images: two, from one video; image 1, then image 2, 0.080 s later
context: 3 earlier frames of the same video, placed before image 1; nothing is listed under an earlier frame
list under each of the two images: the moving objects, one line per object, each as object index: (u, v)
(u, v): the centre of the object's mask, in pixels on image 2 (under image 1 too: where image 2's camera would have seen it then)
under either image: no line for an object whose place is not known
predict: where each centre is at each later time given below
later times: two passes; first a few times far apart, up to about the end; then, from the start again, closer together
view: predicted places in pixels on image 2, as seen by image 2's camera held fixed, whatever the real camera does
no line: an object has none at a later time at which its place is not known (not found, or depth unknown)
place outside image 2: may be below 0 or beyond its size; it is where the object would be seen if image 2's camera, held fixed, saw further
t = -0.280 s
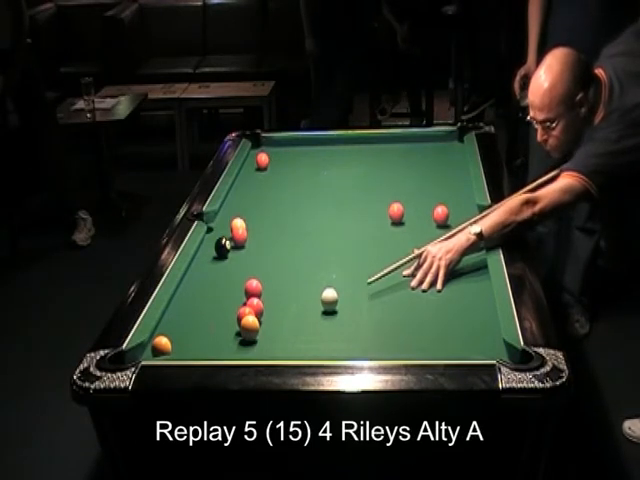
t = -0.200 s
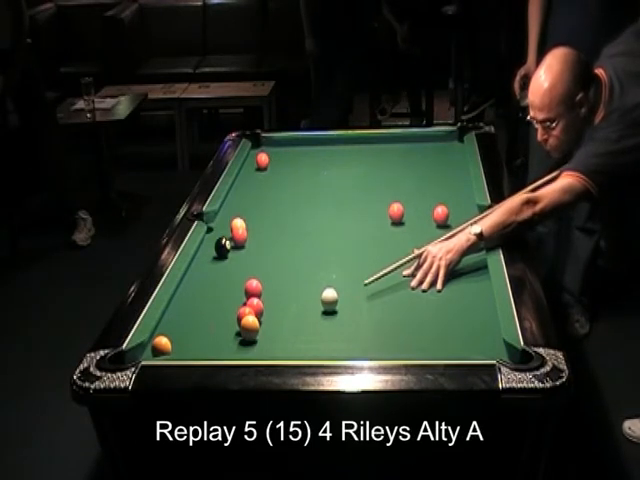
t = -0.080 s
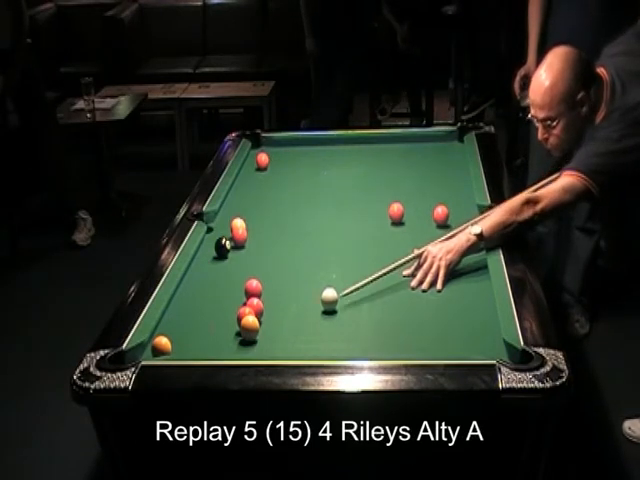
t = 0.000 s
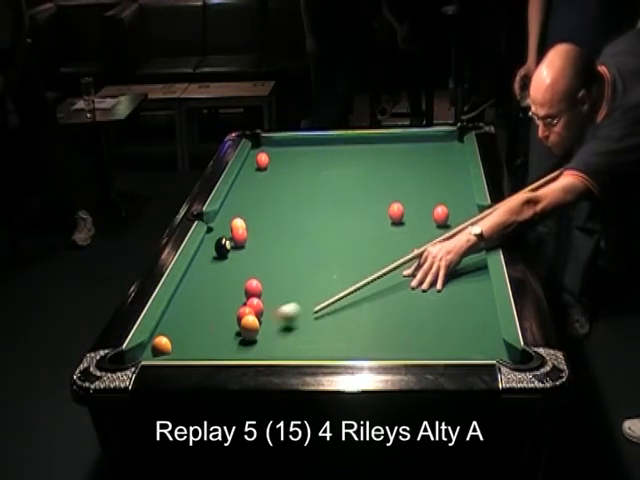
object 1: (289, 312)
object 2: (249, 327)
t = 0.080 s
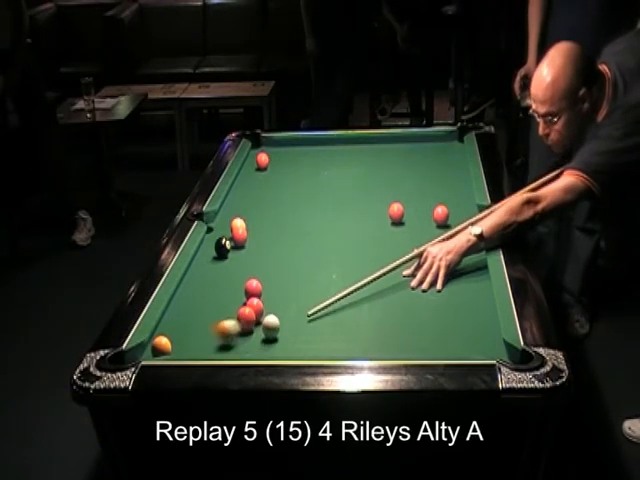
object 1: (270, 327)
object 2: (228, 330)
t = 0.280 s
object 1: (282, 339)
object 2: (174, 340)
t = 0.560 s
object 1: (300, 348)
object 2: (159, 341)
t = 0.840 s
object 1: (328, 338)
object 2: (175, 342)
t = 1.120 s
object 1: (351, 333)
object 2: (188, 342)
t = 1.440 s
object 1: (374, 322)
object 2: (200, 340)
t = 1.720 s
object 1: (390, 315)
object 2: (208, 339)
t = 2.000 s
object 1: (404, 309)
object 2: (212, 340)
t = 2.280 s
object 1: (415, 303)
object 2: (213, 339)
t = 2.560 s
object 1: (424, 299)
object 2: (213, 340)
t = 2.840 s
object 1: (429, 296)
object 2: (213, 339)
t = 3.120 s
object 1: (433, 293)
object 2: (213, 339)
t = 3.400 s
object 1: (435, 292)
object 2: (213, 340)
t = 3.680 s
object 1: (435, 292)
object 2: (213, 339)
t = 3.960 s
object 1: (435, 292)
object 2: (213, 339)
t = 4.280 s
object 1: (435, 292)
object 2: (213, 340)
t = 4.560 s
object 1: (435, 292)
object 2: (213, 339)
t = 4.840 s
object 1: (435, 292)
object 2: (213, 339)
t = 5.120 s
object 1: (435, 292)
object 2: (213, 340)
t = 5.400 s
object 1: (435, 292)
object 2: (213, 340)
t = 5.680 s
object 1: (435, 292)
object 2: (213, 339)
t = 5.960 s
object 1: (435, 292)
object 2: (213, 339)
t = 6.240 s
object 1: (435, 292)
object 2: (213, 340)
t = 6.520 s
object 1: (435, 291)
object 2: (213, 340)
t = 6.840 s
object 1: (435, 291)
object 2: (213, 340)
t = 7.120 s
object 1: (435, 291)
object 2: (213, 340)
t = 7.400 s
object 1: (435, 292)
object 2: (213, 340)
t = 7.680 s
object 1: (435, 292)
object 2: (213, 340)
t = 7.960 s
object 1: (435, 292)
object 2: (213, 340)
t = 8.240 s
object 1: (435, 292)
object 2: (213, 340)
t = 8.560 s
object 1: (435, 291)
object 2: (213, 340)
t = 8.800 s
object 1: (435, 292)
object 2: (213, 340)
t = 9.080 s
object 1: (435, 292)
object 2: (212, 340)
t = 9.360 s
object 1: (435, 291)
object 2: (213, 340)
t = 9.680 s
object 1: (435, 292)
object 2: (212, 340)
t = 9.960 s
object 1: (435, 292)
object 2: (212, 340)
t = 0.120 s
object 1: (273, 329)
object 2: (209, 334)
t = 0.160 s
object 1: (275, 331)
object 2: (192, 338)
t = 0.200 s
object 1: (278, 334)
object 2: (180, 341)
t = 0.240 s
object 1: (280, 336)
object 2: (177, 340)
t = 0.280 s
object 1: (282, 339)
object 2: (174, 340)
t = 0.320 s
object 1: (285, 341)
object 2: (170, 340)
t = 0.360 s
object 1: (287, 342)
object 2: (166, 341)
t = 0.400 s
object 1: (290, 343)
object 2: (162, 340)
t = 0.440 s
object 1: (292, 344)
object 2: (158, 341)
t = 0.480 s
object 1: (295, 346)
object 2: (155, 341)
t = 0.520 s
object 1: (297, 348)
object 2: (157, 341)
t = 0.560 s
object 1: (300, 348)
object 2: (159, 341)
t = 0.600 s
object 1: (304, 346)
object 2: (162, 341)
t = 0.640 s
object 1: (309, 345)
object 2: (164, 341)
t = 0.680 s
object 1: (312, 344)
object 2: (166, 341)
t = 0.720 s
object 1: (316, 342)
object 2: (169, 341)
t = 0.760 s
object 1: (320, 342)
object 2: (171, 342)
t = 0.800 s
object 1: (324, 339)
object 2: (173, 342)
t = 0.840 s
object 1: (328, 338)
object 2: (175, 342)
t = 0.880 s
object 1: (331, 336)
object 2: (177, 342)
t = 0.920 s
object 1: (335, 340)
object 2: (179, 342)
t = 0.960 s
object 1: (338, 339)
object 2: (181, 342)
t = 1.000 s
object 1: (342, 337)
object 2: (183, 342)
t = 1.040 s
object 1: (345, 336)
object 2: (185, 342)
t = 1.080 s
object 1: (348, 335)
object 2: (187, 342)
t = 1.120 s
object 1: (351, 333)
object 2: (188, 342)
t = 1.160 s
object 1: (354, 331)
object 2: (190, 341)
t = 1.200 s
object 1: (357, 330)
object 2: (192, 341)
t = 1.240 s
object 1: (360, 329)
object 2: (193, 340)
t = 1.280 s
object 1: (363, 327)
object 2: (195, 340)
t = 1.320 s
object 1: (366, 326)
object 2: (196, 340)
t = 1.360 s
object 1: (369, 325)
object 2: (198, 340)
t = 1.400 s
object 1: (371, 324)
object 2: (199, 340)
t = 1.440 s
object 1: (374, 322)
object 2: (200, 340)
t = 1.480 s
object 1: (376, 321)
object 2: (201, 340)
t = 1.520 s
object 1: (379, 320)
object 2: (203, 339)
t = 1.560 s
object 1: (382, 319)
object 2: (204, 339)
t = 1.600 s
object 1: (384, 318)
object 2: (205, 339)
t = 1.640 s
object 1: (386, 317)
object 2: (206, 339)
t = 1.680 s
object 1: (388, 316)
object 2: (207, 339)
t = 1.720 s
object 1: (390, 315)
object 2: (208, 339)
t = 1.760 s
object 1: (393, 314)
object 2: (209, 340)
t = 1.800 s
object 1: (395, 313)
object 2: (209, 340)
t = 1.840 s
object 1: (397, 312)
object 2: (210, 340)
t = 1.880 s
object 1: (399, 311)
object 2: (211, 340)
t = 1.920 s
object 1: (401, 310)
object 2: (211, 340)
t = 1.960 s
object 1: (403, 309)
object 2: (212, 339)
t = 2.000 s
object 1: (404, 309)
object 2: (212, 340)
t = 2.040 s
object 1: (406, 308)
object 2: (212, 339)
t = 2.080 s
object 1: (408, 307)
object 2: (213, 339)
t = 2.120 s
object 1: (409, 306)
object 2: (213, 340)
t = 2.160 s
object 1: (411, 305)
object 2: (213, 339)
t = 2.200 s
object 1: (412, 305)
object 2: (213, 340)
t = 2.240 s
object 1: (414, 304)
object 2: (213, 339)
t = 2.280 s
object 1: (415, 303)
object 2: (213, 339)
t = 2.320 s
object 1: (416, 303)
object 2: (213, 339)
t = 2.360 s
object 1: (418, 302)
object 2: (213, 339)
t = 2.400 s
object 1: (419, 301)
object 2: (213, 339)
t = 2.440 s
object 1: (420, 301)
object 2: (213, 340)
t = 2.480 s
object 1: (421, 300)
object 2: (213, 340)
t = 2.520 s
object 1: (423, 299)
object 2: (213, 340)
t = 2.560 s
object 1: (424, 299)
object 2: (213, 340)
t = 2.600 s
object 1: (424, 298)
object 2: (213, 339)
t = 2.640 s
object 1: (425, 298)
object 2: (213, 339)
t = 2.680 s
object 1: (426, 297)
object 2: (213, 340)
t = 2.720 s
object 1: (427, 297)
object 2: (213, 340)
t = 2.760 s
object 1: (428, 296)
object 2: (213, 340)
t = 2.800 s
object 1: (429, 296)
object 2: (213, 340)
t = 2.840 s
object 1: (429, 296)
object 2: (213, 339)
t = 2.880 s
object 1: (430, 295)
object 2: (213, 340)
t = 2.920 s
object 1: (431, 295)
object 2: (213, 340)
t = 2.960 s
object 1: (431, 294)
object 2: (213, 339)
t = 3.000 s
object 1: (432, 294)
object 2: (213, 340)
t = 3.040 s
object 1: (432, 294)
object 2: (213, 339)
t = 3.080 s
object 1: (433, 294)
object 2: (213, 340)
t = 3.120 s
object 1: (433, 293)
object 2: (213, 339)
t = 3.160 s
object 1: (434, 293)
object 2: (213, 340)
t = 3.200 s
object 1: (434, 293)
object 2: (213, 339)
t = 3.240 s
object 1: (434, 293)
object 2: (213, 339)
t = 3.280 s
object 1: (434, 292)
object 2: (213, 339)
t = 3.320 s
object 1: (435, 292)
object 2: (213, 340)
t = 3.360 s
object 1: (435, 292)
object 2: (213, 339)
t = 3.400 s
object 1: (435, 292)
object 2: (213, 340)
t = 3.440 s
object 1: (435, 292)
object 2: (213, 340)
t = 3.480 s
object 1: (435, 292)
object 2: (213, 339)
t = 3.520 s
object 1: (435, 292)
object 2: (213, 340)
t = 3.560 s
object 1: (435, 292)
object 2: (213, 339)
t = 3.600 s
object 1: (435, 292)
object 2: (213, 340)
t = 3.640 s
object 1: (435, 292)
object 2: (213, 340)
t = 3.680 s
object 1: (435, 292)
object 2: (213, 339)
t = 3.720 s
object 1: (435, 292)
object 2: (213, 340)
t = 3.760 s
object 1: (435, 292)
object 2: (213, 339)
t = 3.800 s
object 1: (435, 292)
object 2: (213, 340)
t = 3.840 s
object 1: (435, 292)
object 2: (213, 339)
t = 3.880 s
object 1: (435, 292)
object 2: (213, 340)
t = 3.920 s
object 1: (435, 292)
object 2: (213, 339)
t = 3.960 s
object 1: (435, 292)
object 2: (213, 339)
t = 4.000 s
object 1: (435, 292)
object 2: (213, 340)
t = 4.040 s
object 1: (435, 292)
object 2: (213, 340)
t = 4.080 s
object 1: (435, 292)
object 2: (213, 340)
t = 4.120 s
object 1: (435, 292)
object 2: (213, 339)
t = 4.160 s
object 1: (435, 292)
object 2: (213, 339)
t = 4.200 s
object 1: (435, 292)
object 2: (213, 339)
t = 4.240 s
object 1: (435, 292)
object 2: (213, 340)
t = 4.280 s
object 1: (435, 292)
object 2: (213, 340)
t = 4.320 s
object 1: (435, 292)
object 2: (213, 340)
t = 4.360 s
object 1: (435, 292)
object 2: (213, 340)
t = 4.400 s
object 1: (435, 292)
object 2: (213, 340)
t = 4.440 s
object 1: (435, 292)
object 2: (213, 340)
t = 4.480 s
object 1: (435, 292)
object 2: (213, 339)
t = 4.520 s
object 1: (435, 292)
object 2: (213, 340)
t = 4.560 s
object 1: (435, 292)
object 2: (213, 339)
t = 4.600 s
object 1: (435, 292)
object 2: (213, 340)
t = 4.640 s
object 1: (435, 292)
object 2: (213, 339)
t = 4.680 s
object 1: (435, 292)
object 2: (213, 339)
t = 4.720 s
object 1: (435, 292)
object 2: (213, 340)
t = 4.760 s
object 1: (435, 292)
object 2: (213, 339)
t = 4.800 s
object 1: (435, 292)
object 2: (213, 339)
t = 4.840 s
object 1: (435, 292)
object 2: (213, 339)
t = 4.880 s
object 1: (435, 292)
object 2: (213, 339)
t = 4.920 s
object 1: (435, 292)
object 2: (213, 339)
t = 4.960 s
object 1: (435, 292)
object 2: (213, 340)
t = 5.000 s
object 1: (435, 292)
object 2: (213, 339)
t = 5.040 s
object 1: (435, 292)
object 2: (213, 340)
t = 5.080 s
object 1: (435, 292)
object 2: (213, 339)
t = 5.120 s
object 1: (435, 292)
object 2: (213, 340)
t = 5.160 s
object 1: (435, 292)
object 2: (213, 340)
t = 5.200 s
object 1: (435, 292)
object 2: (213, 340)
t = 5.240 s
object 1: (435, 292)
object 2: (213, 340)
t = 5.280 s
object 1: (435, 292)
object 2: (213, 340)
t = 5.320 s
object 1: (435, 292)
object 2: (213, 339)
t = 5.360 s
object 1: (435, 292)
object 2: (213, 340)
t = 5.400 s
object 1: (435, 292)
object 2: (213, 340)
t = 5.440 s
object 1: (435, 292)
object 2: (213, 339)
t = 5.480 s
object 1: (435, 292)
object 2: (213, 340)
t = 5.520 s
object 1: (435, 292)
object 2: (213, 339)
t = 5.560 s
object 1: (435, 292)
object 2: (213, 340)
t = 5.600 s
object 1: (435, 292)
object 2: (213, 339)
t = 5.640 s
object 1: (435, 292)
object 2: (213, 340)
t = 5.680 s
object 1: (435, 292)
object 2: (213, 339)
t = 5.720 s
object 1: (435, 292)
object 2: (213, 339)
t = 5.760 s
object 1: (435, 292)
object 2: (213, 339)
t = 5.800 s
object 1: (435, 292)
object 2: (213, 340)
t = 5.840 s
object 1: (435, 292)
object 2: (213, 339)
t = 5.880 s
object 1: (435, 292)
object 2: (213, 340)
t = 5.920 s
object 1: (435, 292)
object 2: (213, 339)
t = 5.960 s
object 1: (435, 292)
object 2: (213, 339)
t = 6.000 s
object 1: (435, 292)
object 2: (213, 340)
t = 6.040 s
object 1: (435, 292)
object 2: (213, 339)
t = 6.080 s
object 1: (435, 292)
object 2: (213, 339)
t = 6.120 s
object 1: (435, 292)
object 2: (213, 339)
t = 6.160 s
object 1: (435, 292)
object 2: (213, 339)
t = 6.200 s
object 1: (435, 292)
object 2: (213, 339)
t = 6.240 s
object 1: (435, 292)
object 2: (213, 340)
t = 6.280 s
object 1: (435, 292)
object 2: (213, 339)
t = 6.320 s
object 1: (435, 292)
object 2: (213, 340)
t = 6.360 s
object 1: (435, 292)
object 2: (213, 340)
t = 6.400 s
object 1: (435, 292)
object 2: (213, 340)
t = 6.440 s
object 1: (435, 292)
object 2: (213, 340)
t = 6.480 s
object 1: (435, 292)
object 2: (213, 340)
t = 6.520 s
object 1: (435, 291)
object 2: (213, 340)
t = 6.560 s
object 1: (435, 291)
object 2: (213, 340)
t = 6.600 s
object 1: (435, 291)
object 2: (213, 340)
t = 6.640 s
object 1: (435, 291)
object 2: (213, 340)
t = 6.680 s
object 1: (435, 291)
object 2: (213, 340)
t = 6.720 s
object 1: (435, 291)
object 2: (213, 340)
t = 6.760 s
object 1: (435, 291)
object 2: (213, 340)
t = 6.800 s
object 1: (435, 291)
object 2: (213, 340)
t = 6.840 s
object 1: (435, 291)
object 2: (213, 340)
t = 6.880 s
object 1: (435, 291)
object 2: (213, 340)
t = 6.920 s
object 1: (435, 291)
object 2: (213, 340)
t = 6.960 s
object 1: (435, 292)
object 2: (213, 340)
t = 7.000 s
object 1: (435, 292)
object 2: (213, 340)
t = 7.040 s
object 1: (435, 291)
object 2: (213, 340)
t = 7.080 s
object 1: (435, 291)
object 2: (213, 340)
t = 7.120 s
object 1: (435, 291)
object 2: (213, 340)
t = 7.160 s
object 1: (435, 291)
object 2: (213, 340)
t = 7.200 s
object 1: (435, 292)
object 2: (213, 340)
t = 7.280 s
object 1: (435, 292)
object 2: (213, 340)
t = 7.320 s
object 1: (435, 291)
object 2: (213, 340)
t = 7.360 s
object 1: (435, 292)
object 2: (213, 340)
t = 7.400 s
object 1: (435, 292)
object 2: (213, 340)
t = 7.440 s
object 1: (435, 292)
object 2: (213, 340)
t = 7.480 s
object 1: (435, 292)
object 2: (213, 340)
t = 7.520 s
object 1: (435, 292)
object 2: (213, 340)
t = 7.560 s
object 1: (435, 292)
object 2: (213, 340)
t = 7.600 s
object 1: (435, 292)
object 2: (213, 340)
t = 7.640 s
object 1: (435, 292)
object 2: (213, 340)
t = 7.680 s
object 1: (435, 292)
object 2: (213, 340)
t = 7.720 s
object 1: (435, 292)
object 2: (213, 340)
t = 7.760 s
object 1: (435, 292)
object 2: (213, 340)
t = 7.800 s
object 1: (435, 292)
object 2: (213, 340)
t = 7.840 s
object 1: (435, 292)
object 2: (213, 340)
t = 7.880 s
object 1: (435, 292)
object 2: (213, 340)
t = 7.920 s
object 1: (435, 292)
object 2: (213, 340)
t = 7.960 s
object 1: (435, 292)
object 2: (213, 340)
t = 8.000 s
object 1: (435, 292)
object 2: (213, 340)
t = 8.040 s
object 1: (435, 292)
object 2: (213, 340)
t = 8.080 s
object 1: (435, 292)
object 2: (213, 340)
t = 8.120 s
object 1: (435, 291)
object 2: (213, 340)
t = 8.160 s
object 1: (435, 292)
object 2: (213, 340)
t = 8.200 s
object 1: (435, 292)
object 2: (213, 340)
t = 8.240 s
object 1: (435, 292)
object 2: (213, 340)
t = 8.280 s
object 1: (435, 292)
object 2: (213, 340)
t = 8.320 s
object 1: (435, 292)
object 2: (213, 340)
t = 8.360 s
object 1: (435, 292)
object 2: (213, 340)
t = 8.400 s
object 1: (435, 292)
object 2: (213, 340)
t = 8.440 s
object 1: (435, 291)
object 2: (213, 340)
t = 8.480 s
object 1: (435, 291)
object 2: (213, 340)
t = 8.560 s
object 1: (435, 291)
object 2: (213, 340)
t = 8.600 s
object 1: (435, 291)
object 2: (213, 340)
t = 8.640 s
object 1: (435, 291)
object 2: (213, 340)
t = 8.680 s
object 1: (435, 291)
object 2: (213, 340)
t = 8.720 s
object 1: (435, 291)
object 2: (213, 340)
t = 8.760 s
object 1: (435, 292)
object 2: (213, 340)
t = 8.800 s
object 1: (435, 292)
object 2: (213, 340)
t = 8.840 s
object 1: (435, 291)
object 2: (213, 340)
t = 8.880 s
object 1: (435, 291)
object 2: (213, 340)
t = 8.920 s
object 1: (435, 292)
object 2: (213, 340)
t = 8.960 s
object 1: (435, 292)
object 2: (213, 340)
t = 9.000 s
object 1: (435, 292)
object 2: (213, 340)
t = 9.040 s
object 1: (435, 292)
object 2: (213, 340)
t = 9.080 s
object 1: (435, 292)
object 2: (212, 340)
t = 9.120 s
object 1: (435, 292)
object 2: (212, 340)
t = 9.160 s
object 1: (435, 292)
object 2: (212, 340)
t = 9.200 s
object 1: (435, 292)
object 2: (212, 340)
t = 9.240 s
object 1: (435, 292)
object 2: (212, 340)
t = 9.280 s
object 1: (435, 292)
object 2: (212, 340)
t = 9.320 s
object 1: (435, 292)
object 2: (212, 340)
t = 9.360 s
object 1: (435, 291)
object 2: (213, 340)
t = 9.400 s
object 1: (435, 292)
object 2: (212, 340)
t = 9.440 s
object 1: (435, 292)
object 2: (213, 340)
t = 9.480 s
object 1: (435, 292)
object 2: (212, 340)
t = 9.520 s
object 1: (435, 292)
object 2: (213, 340)
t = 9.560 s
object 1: (435, 292)
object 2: (212, 340)
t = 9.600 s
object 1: (435, 292)
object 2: (212, 340)
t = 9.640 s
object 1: (435, 292)
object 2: (212, 340)
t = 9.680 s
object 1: (435, 292)
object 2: (212, 340)
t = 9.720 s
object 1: (435, 292)
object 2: (212, 340)
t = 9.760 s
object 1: (435, 292)
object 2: (213, 340)
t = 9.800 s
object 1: (435, 292)
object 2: (212, 340)
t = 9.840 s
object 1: (435, 292)
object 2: (212, 340)
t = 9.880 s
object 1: (435, 292)
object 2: (212, 340)
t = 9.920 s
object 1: (435, 292)
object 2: (212, 340)
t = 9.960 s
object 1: (435, 292)
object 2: (212, 340)
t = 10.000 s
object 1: (435, 292)
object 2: (212, 340)
